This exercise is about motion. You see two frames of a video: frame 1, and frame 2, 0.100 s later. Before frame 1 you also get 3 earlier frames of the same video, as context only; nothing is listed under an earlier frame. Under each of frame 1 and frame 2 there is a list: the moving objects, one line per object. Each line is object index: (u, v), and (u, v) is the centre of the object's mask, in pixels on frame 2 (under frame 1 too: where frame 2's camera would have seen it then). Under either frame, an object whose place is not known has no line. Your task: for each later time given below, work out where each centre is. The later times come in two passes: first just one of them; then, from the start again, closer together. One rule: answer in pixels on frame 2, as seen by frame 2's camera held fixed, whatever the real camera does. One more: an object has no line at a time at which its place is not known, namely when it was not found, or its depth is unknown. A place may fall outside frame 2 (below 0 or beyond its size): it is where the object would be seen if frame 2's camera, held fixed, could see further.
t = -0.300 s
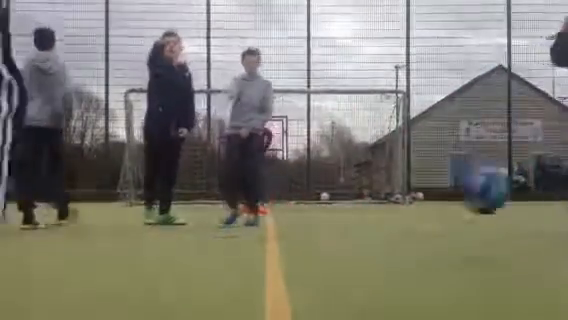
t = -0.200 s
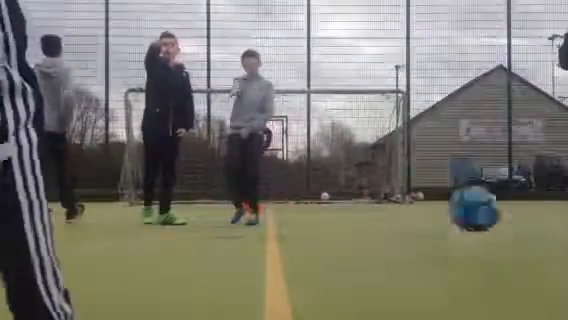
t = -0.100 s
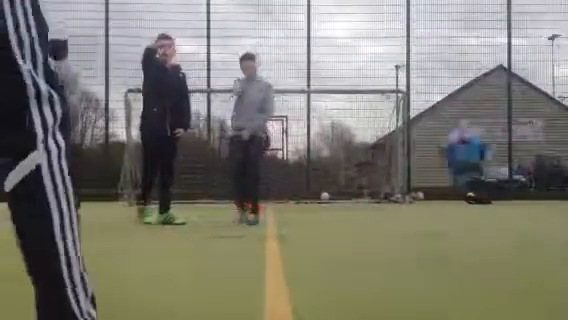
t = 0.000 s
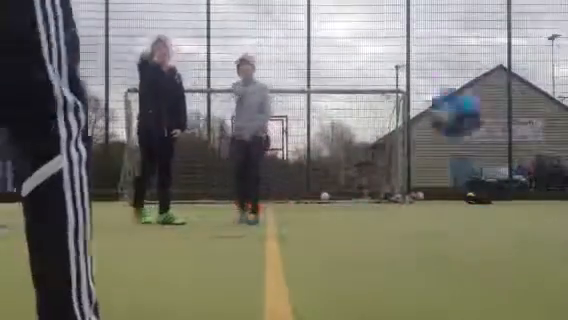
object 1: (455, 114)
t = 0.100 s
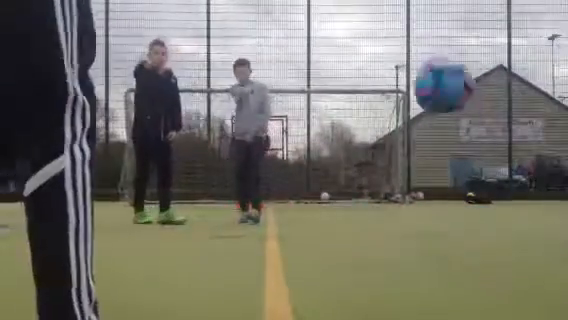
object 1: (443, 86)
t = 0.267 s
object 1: (420, 103)
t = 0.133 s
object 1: (439, 84)
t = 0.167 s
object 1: (436, 83)
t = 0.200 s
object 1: (431, 86)
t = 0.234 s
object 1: (427, 93)
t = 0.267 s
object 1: (420, 103)
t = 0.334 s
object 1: (409, 138)
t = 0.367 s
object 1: (401, 163)
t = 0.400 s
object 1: (394, 196)
